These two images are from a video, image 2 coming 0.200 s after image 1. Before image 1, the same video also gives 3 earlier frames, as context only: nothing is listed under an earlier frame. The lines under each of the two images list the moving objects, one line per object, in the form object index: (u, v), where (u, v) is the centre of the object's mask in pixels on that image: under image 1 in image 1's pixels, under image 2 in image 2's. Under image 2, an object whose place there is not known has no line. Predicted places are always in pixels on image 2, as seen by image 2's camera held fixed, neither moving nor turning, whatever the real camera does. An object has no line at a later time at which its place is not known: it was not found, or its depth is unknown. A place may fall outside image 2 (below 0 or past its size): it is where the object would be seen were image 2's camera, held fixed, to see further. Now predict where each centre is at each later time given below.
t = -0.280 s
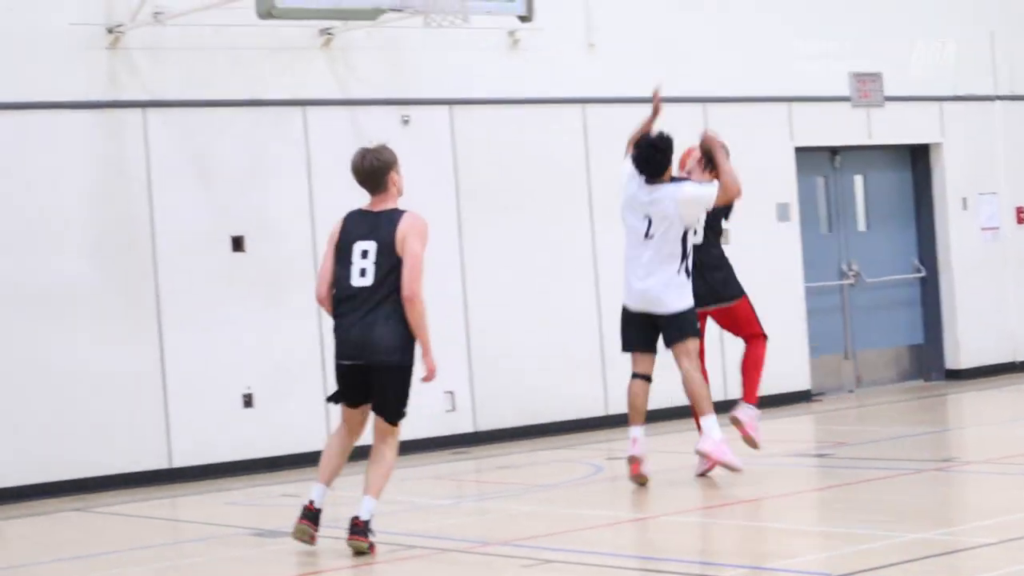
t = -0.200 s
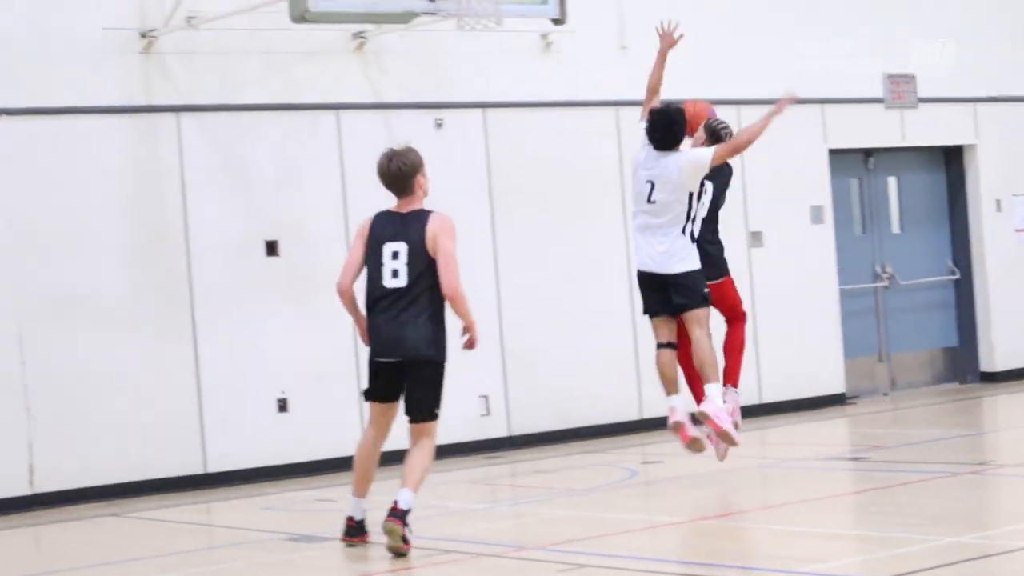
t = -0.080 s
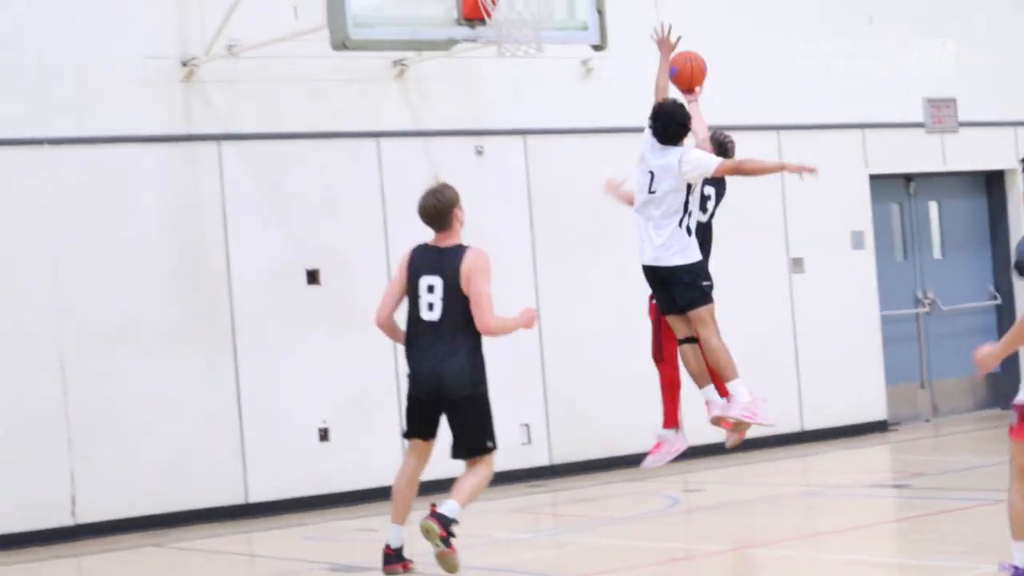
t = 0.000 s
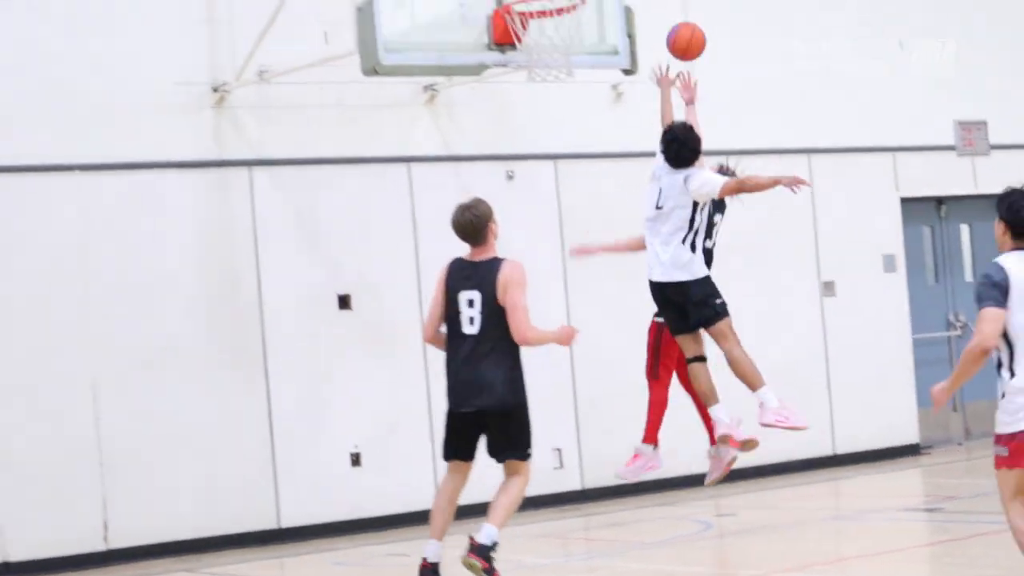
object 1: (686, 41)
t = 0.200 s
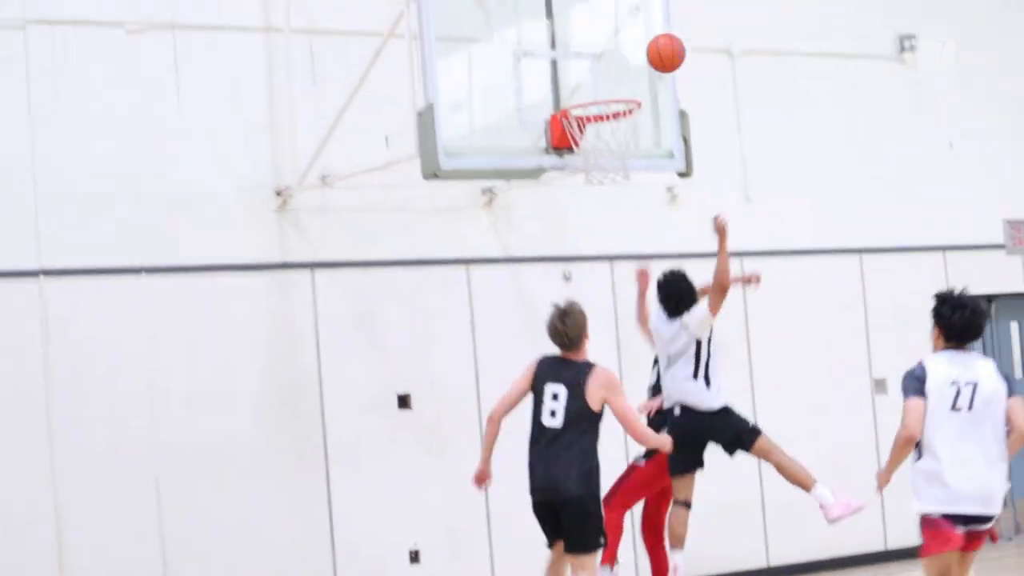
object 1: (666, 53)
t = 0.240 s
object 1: (651, 42)
